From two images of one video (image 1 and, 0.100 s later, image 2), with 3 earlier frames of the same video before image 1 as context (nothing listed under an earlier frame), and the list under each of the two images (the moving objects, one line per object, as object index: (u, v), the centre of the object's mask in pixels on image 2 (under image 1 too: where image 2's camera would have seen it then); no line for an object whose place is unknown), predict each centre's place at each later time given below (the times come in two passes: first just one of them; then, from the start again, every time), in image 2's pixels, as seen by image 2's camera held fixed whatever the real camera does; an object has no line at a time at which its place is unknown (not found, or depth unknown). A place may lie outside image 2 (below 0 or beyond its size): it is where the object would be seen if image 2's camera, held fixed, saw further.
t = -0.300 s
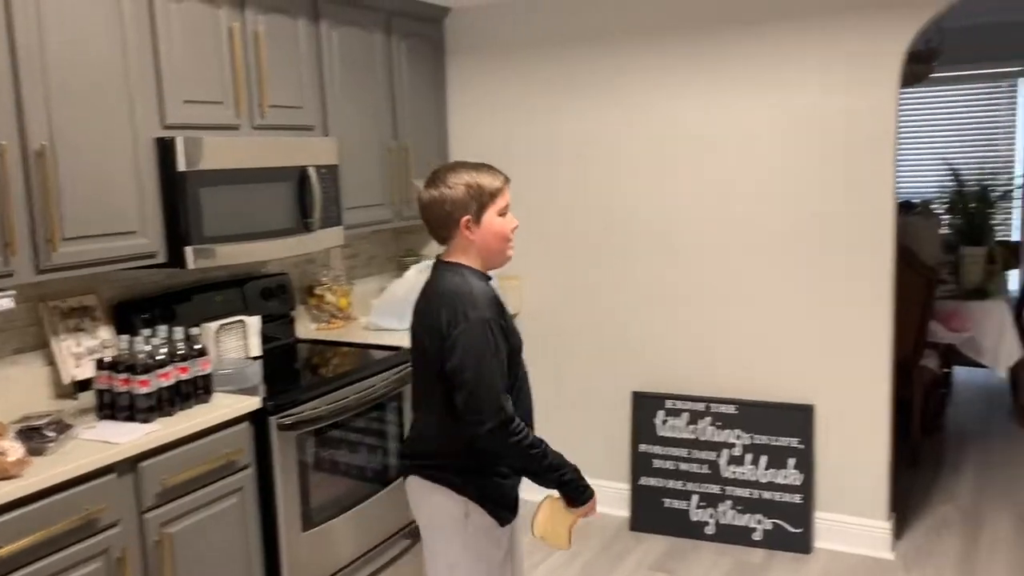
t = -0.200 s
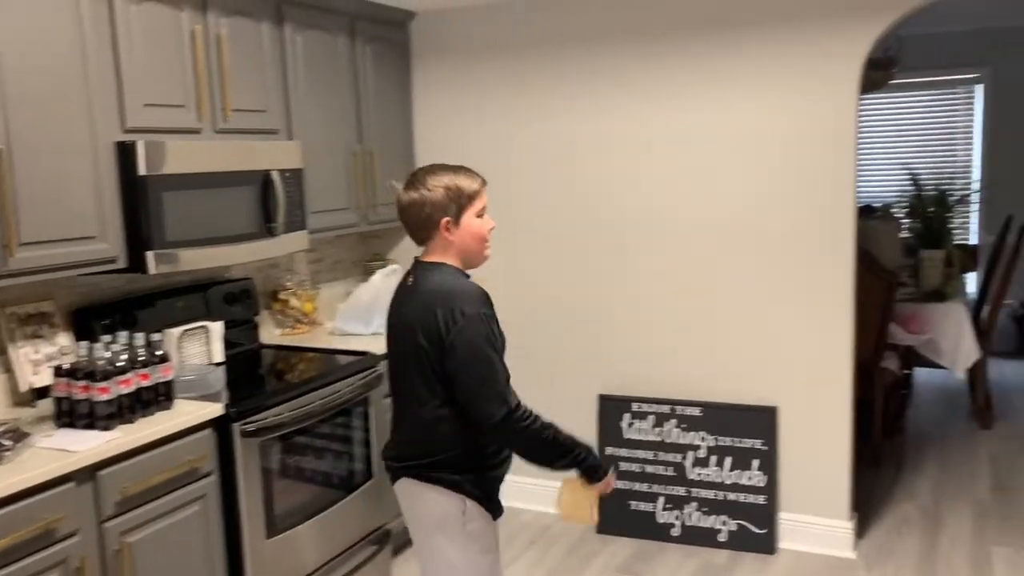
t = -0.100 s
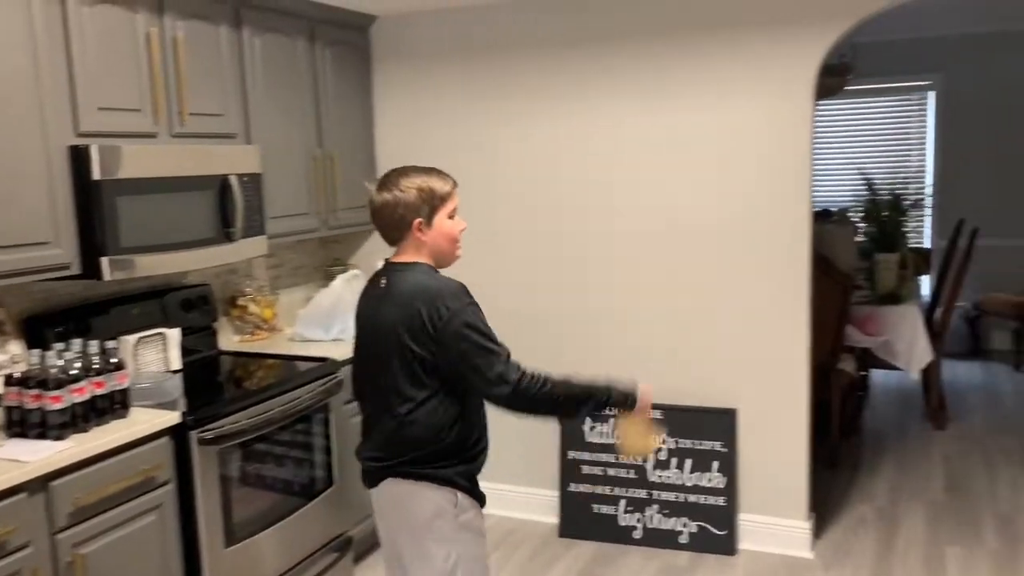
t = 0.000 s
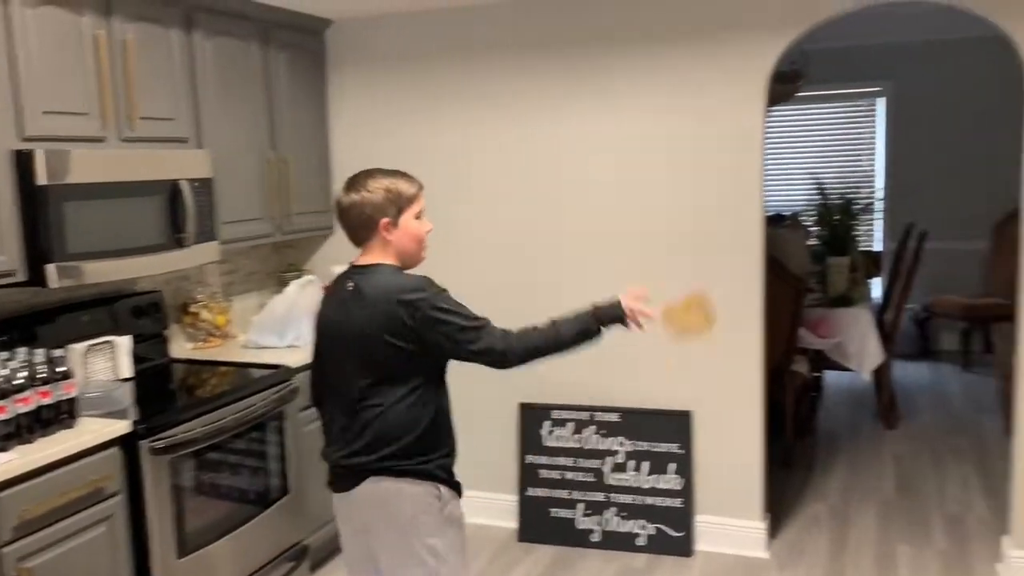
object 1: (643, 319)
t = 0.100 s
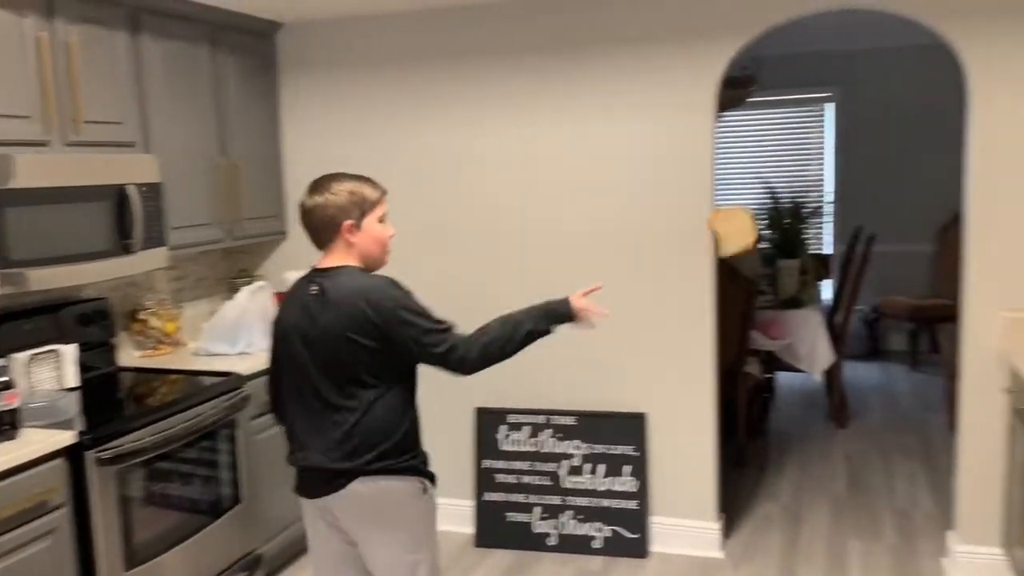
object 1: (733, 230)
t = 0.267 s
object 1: (878, 169)
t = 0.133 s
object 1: (762, 208)
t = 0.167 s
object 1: (791, 192)
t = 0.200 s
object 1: (821, 179)
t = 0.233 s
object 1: (850, 172)
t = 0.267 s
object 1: (878, 169)
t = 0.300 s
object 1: (908, 171)
